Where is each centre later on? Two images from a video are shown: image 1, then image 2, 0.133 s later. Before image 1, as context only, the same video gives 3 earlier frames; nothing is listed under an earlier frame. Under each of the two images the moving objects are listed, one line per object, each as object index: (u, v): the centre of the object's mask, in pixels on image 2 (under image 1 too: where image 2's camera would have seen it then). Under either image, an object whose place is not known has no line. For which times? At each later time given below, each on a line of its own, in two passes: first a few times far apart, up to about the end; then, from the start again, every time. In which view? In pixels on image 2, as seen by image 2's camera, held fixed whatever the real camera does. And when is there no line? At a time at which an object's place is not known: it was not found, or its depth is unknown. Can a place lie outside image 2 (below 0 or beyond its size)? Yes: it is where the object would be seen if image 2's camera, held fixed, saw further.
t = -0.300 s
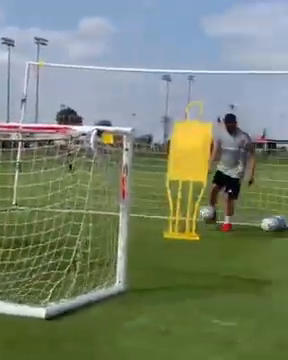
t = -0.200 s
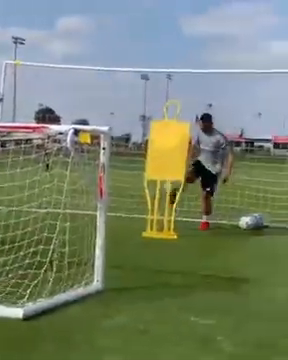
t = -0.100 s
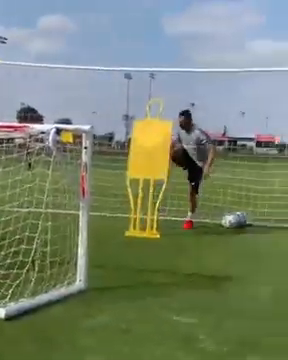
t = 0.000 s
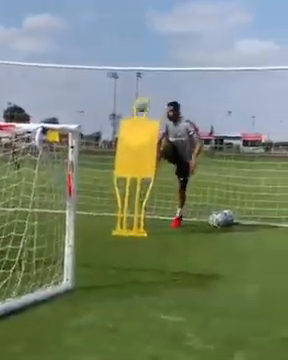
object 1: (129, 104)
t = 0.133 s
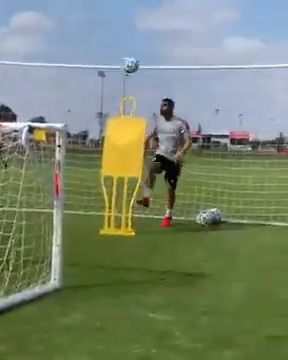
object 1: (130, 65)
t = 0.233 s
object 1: (133, 44)
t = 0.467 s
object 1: (137, 26)
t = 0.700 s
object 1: (141, 51)
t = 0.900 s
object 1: (147, 108)
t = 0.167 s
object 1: (131, 58)
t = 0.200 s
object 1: (132, 51)
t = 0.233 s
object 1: (133, 44)
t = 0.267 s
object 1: (133, 39)
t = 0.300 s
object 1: (134, 35)
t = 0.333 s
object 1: (134, 31)
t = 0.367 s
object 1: (135, 29)
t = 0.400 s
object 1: (136, 27)
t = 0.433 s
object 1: (137, 26)
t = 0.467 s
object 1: (137, 26)
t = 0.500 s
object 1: (137, 27)
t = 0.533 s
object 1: (138, 28)
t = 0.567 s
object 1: (139, 32)
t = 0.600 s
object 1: (139, 35)
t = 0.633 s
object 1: (140, 39)
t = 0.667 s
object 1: (141, 45)
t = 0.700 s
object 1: (141, 51)
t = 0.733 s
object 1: (141, 58)
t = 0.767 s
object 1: (143, 66)
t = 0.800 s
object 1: (145, 75)
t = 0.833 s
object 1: (144, 86)
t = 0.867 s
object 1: (146, 96)
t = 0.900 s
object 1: (147, 108)
